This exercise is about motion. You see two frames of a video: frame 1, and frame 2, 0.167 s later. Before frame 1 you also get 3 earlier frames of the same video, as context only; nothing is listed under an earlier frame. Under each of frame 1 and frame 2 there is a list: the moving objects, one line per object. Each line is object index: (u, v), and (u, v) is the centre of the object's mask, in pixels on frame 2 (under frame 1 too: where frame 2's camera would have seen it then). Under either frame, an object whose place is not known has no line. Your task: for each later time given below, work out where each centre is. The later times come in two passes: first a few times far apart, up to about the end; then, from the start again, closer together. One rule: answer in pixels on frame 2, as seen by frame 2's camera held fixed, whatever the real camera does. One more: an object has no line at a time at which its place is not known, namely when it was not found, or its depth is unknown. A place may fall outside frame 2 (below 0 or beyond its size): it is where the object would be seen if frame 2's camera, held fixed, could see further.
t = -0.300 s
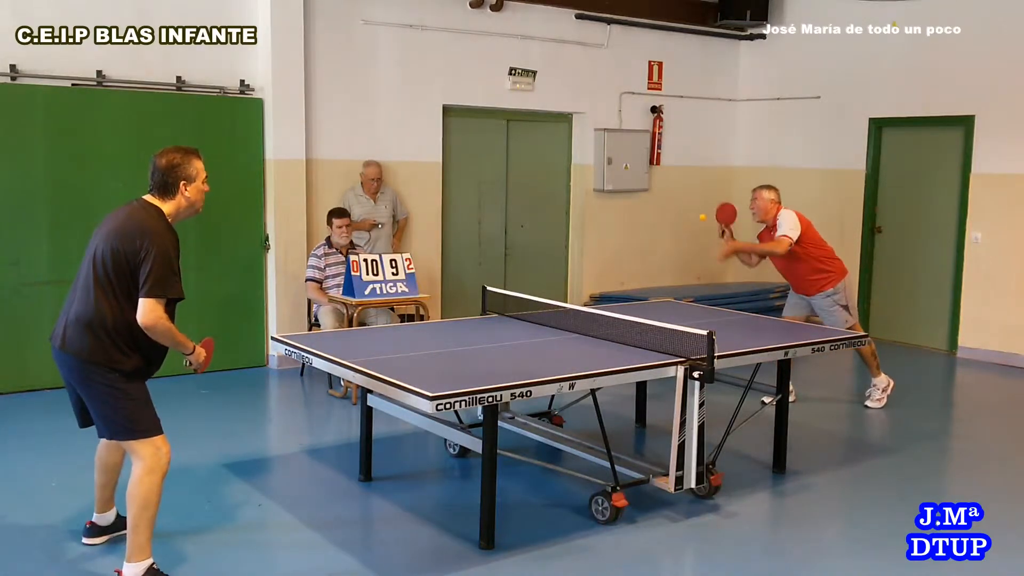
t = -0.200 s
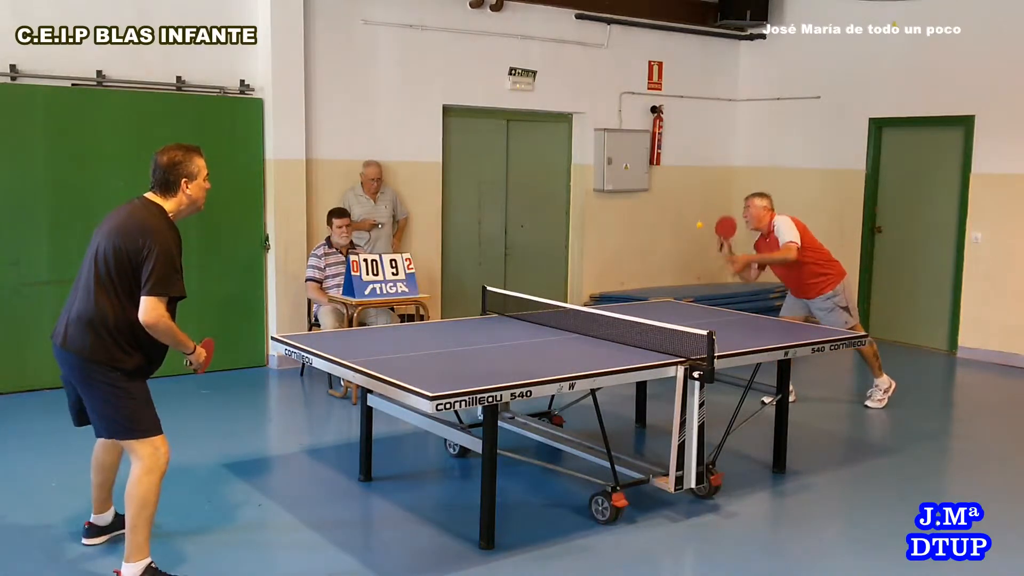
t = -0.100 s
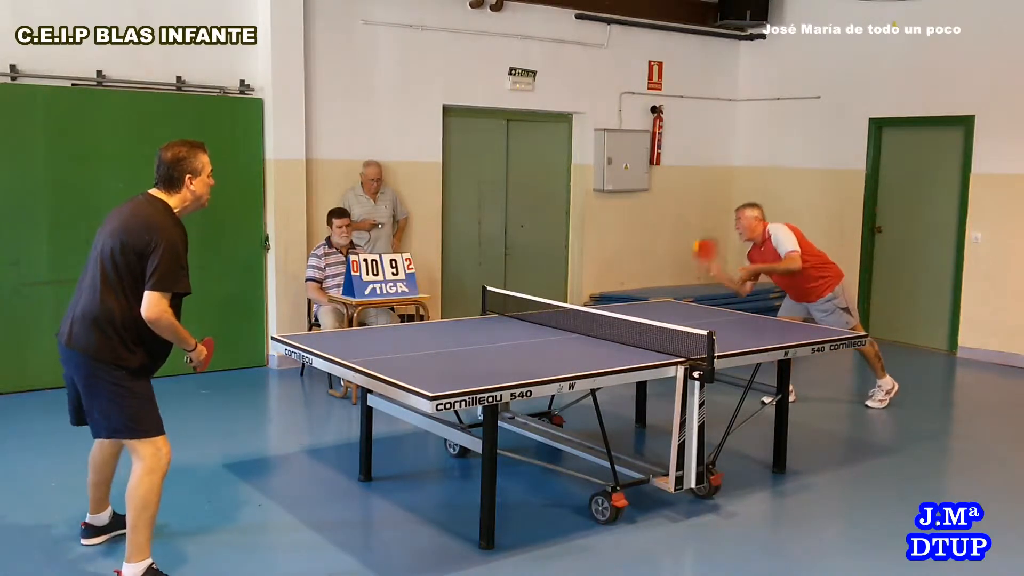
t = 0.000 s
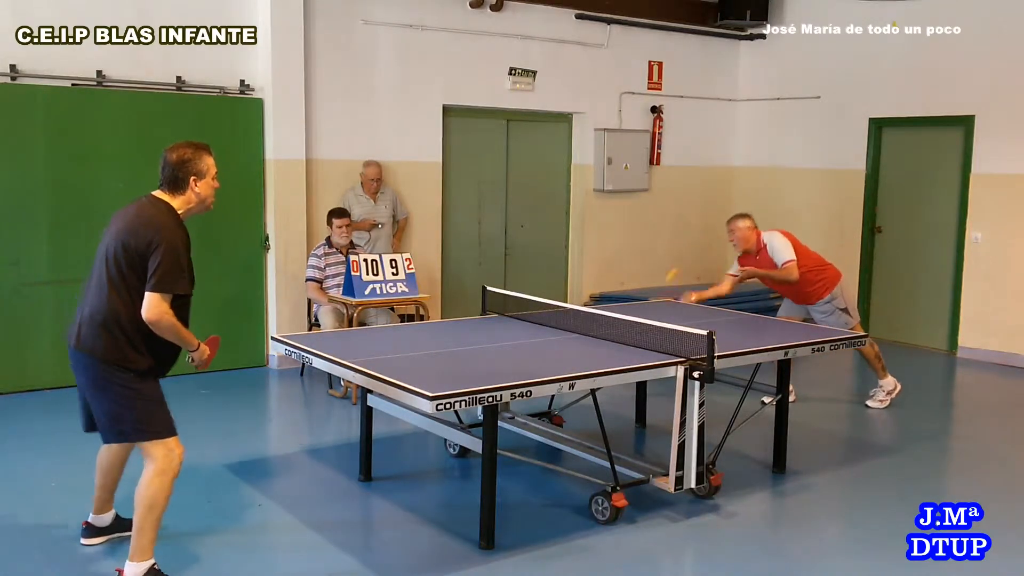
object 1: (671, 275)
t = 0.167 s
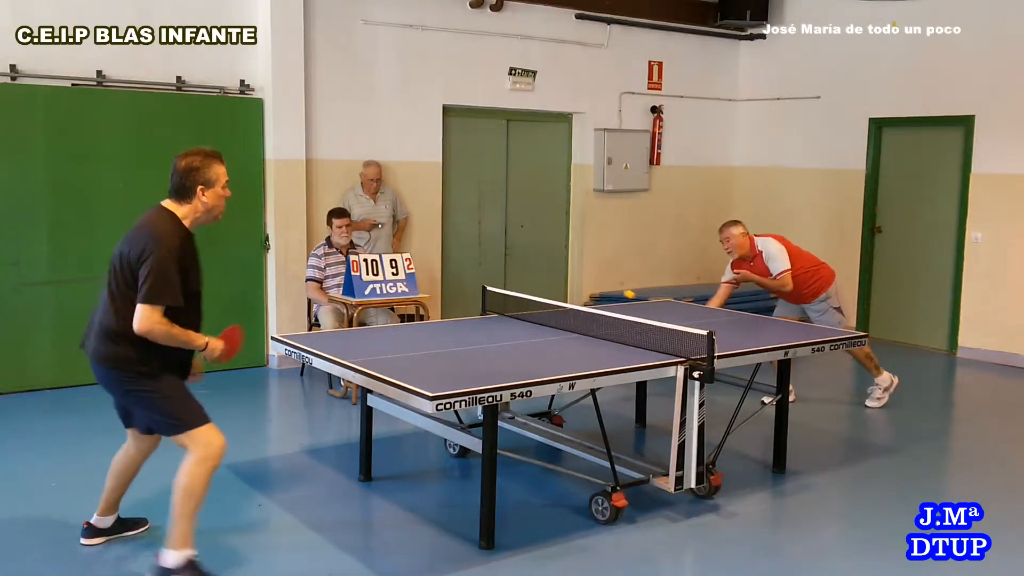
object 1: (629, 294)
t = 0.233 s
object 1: (616, 291)
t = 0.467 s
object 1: (574, 355)
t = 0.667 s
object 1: (552, 351)
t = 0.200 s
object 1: (623, 292)
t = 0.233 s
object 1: (616, 291)
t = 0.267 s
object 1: (609, 293)
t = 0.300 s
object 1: (603, 297)
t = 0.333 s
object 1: (597, 302)
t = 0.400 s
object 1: (585, 323)
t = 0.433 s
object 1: (580, 337)
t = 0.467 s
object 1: (574, 355)
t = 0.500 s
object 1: (569, 360)
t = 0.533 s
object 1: (566, 354)
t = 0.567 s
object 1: (563, 350)
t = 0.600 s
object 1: (559, 347)
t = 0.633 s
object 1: (556, 348)
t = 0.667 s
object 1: (552, 351)
